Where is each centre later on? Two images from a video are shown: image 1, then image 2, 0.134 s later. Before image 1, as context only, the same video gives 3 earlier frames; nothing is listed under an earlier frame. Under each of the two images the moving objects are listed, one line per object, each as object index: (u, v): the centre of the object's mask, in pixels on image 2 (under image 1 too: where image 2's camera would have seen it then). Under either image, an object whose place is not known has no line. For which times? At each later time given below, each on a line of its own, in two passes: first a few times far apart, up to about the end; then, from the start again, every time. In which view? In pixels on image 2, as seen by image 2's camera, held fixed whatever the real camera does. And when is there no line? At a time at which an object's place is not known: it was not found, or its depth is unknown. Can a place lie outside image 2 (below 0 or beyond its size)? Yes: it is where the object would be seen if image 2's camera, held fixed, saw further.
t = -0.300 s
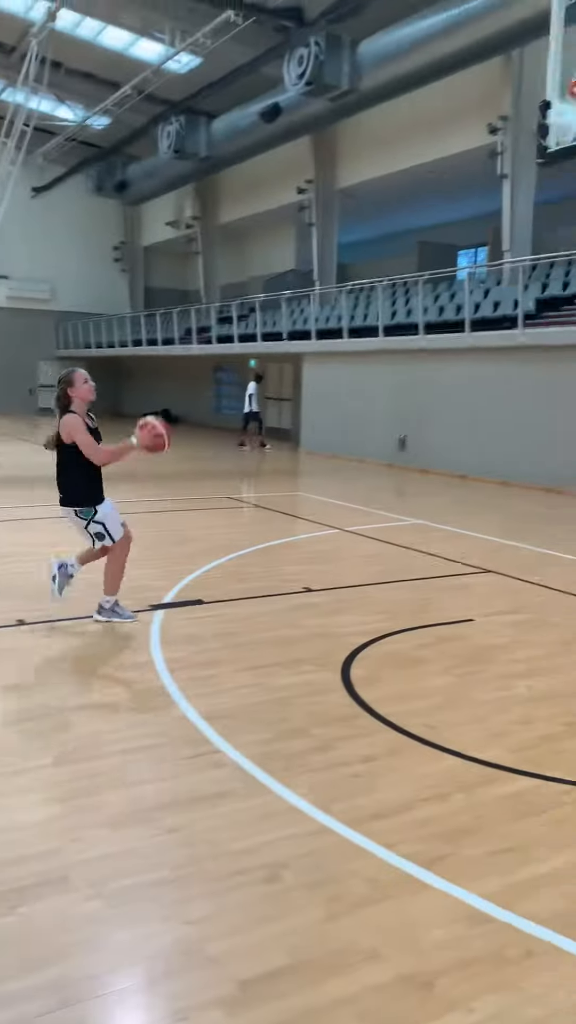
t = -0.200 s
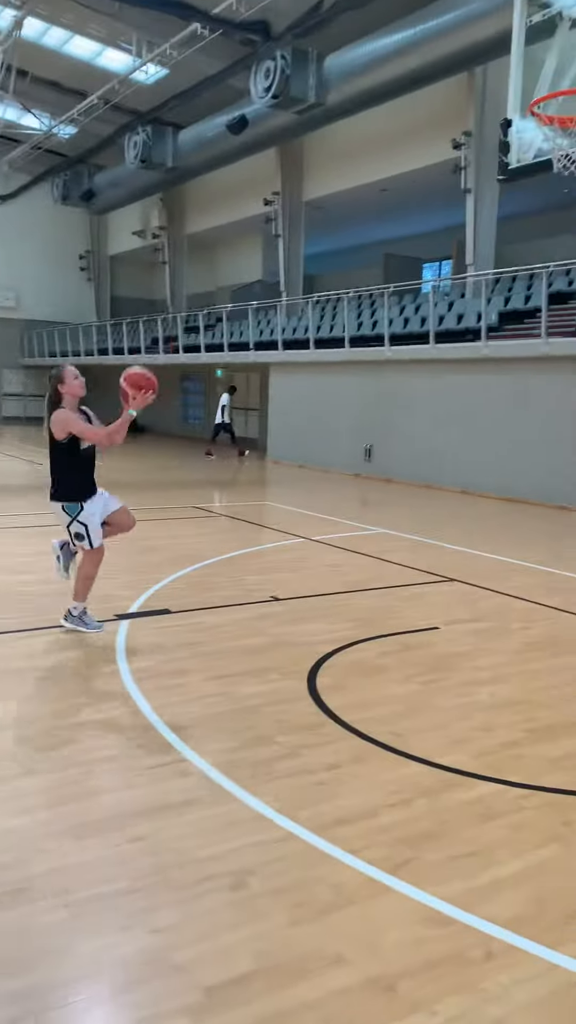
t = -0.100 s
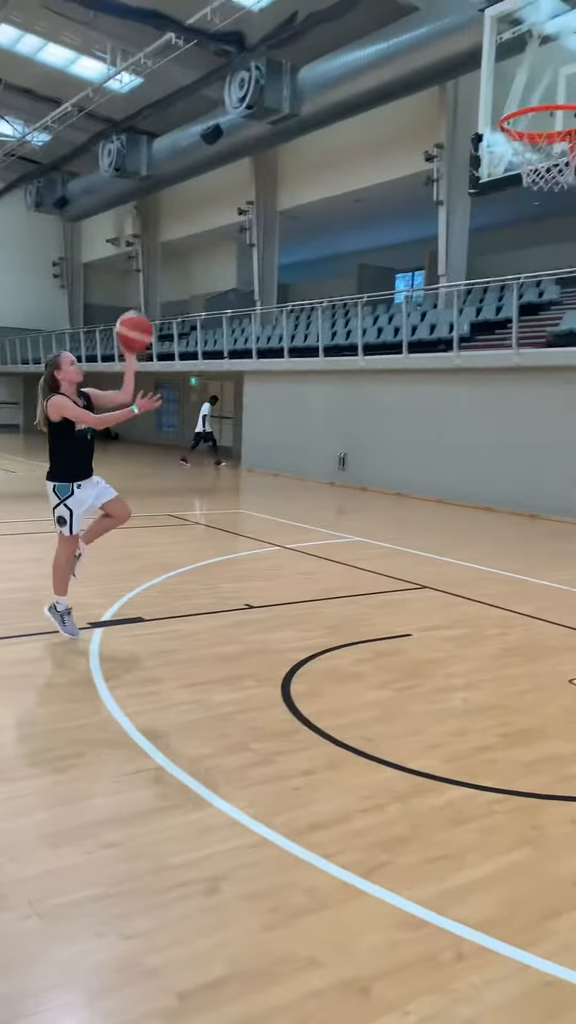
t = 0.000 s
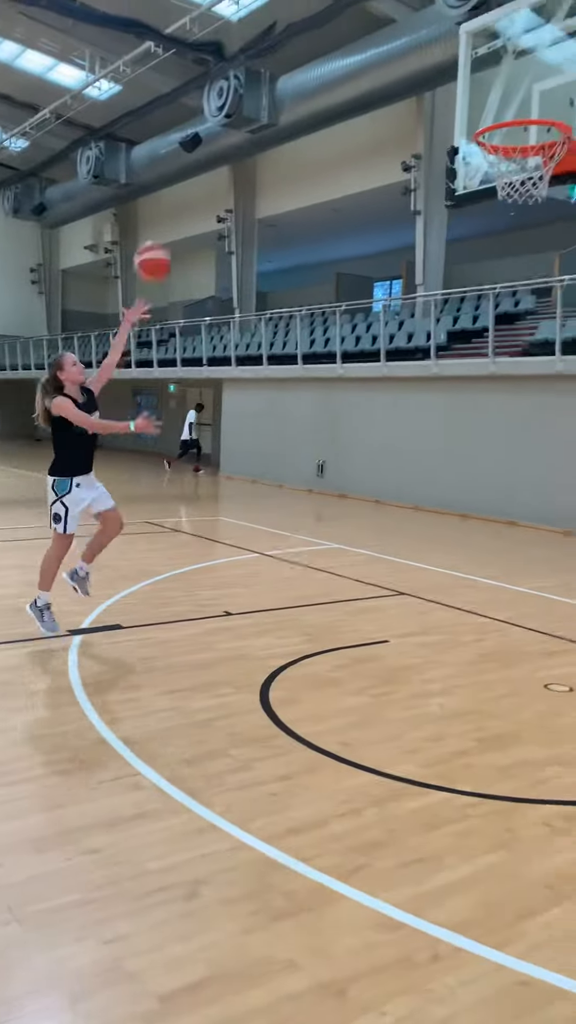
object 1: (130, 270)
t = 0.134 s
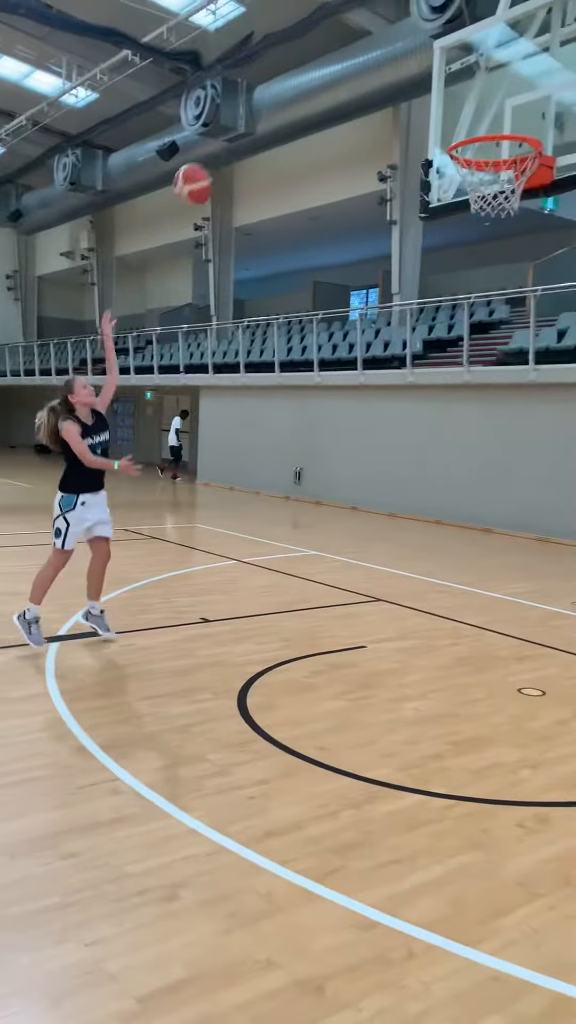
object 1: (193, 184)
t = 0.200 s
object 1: (225, 152)
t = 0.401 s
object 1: (322, 98)
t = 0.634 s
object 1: (437, 118)
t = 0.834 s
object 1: (516, 183)
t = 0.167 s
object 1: (209, 167)
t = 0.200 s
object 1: (225, 152)
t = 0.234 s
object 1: (241, 138)
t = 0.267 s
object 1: (257, 127)
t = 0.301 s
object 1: (273, 117)
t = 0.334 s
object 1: (290, 109)
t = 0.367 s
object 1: (306, 103)
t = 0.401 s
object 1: (322, 98)
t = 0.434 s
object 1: (338, 95)
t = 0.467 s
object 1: (354, 94)
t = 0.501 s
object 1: (370, 96)
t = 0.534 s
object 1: (386, 98)
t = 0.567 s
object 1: (403, 103)
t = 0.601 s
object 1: (420, 109)
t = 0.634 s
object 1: (437, 118)
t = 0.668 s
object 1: (453, 129)
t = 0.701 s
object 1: (468, 144)
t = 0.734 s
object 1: (485, 162)
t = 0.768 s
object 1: (501, 175)
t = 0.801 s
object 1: (513, 184)
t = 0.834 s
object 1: (516, 183)
